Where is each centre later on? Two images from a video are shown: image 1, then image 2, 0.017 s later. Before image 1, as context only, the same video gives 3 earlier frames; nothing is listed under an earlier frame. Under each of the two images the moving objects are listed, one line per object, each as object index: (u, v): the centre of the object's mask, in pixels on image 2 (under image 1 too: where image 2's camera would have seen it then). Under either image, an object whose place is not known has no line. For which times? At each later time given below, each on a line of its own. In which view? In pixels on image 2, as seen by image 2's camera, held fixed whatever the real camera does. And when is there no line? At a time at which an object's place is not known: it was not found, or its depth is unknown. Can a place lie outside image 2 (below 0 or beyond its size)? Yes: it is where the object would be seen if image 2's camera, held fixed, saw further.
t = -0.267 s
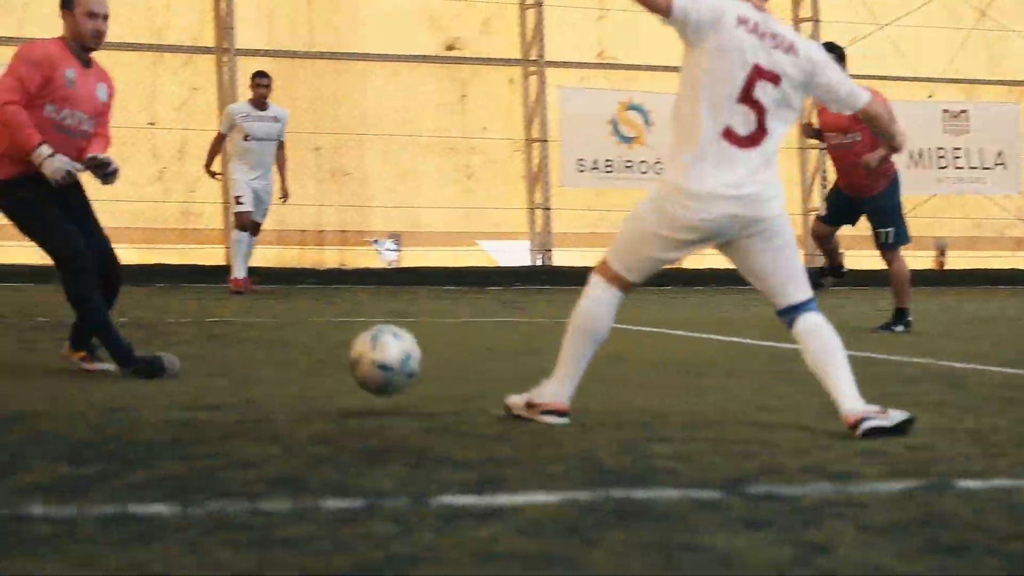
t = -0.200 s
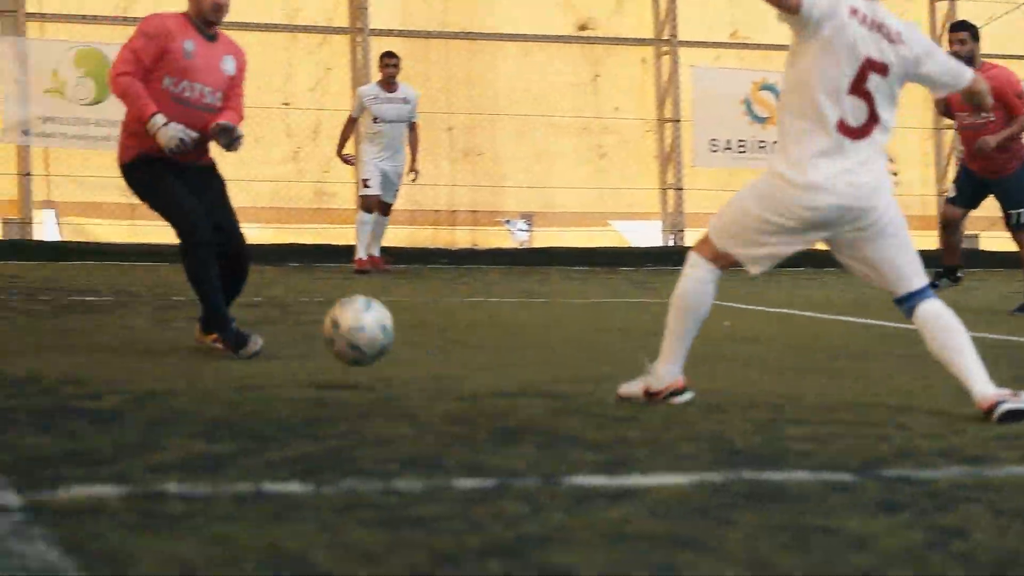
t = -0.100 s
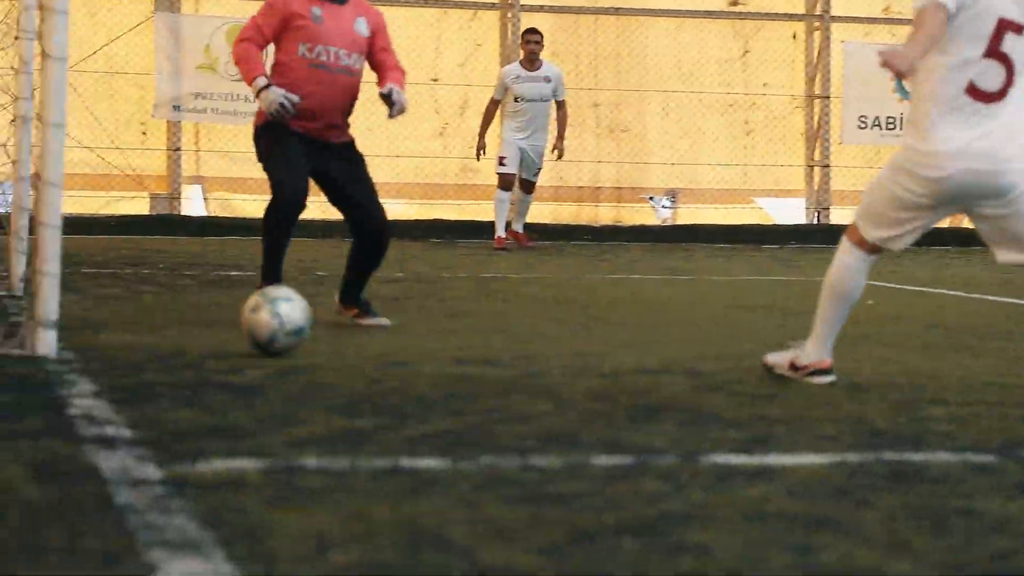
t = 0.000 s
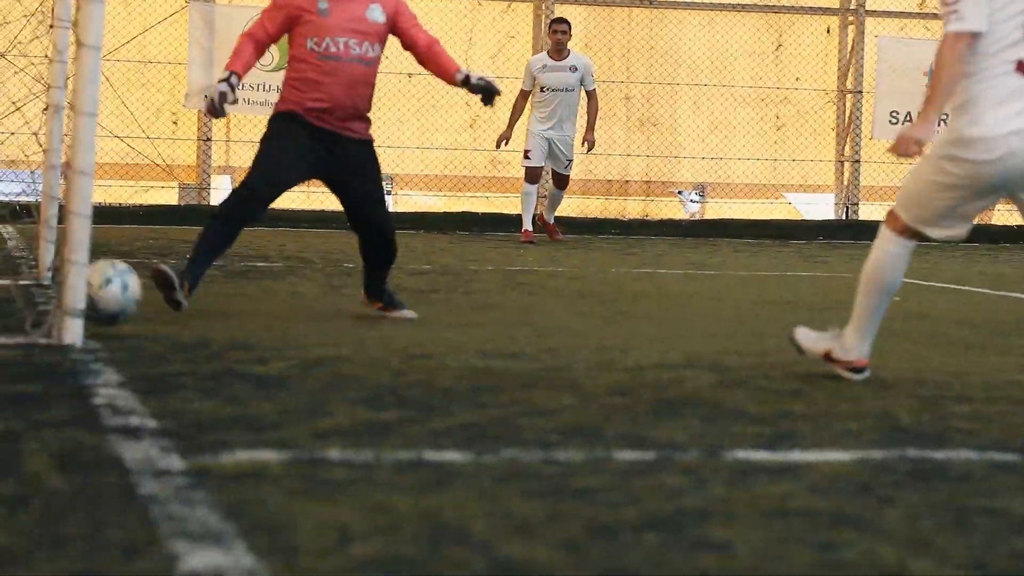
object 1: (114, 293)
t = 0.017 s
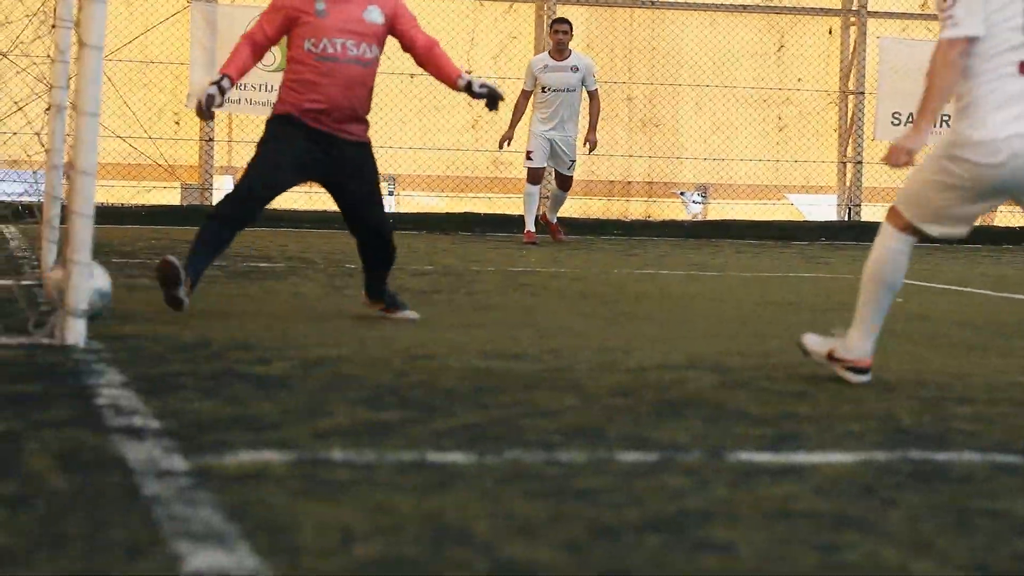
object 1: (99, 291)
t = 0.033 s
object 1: (38, 288)
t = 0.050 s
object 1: (16, 287)
